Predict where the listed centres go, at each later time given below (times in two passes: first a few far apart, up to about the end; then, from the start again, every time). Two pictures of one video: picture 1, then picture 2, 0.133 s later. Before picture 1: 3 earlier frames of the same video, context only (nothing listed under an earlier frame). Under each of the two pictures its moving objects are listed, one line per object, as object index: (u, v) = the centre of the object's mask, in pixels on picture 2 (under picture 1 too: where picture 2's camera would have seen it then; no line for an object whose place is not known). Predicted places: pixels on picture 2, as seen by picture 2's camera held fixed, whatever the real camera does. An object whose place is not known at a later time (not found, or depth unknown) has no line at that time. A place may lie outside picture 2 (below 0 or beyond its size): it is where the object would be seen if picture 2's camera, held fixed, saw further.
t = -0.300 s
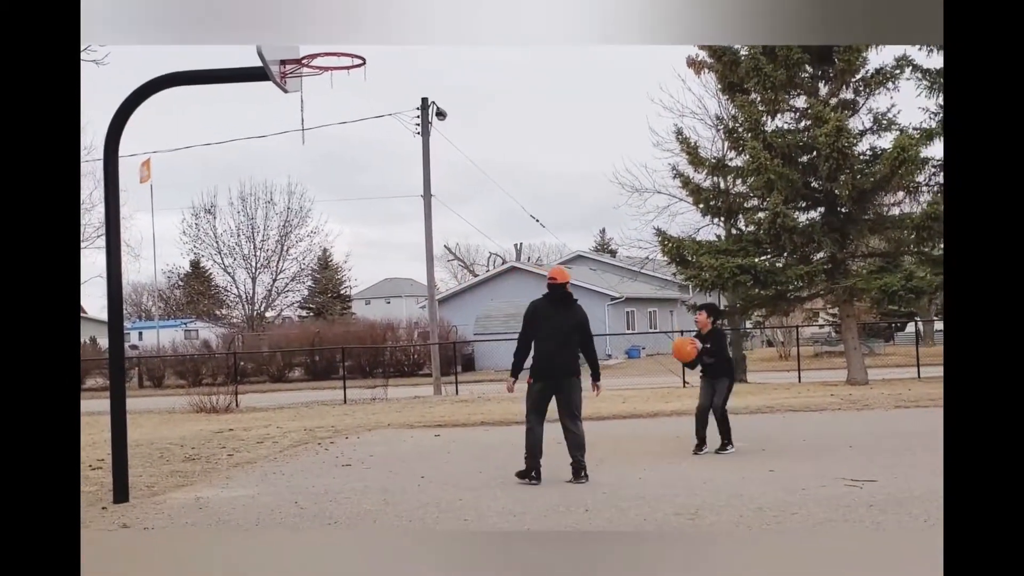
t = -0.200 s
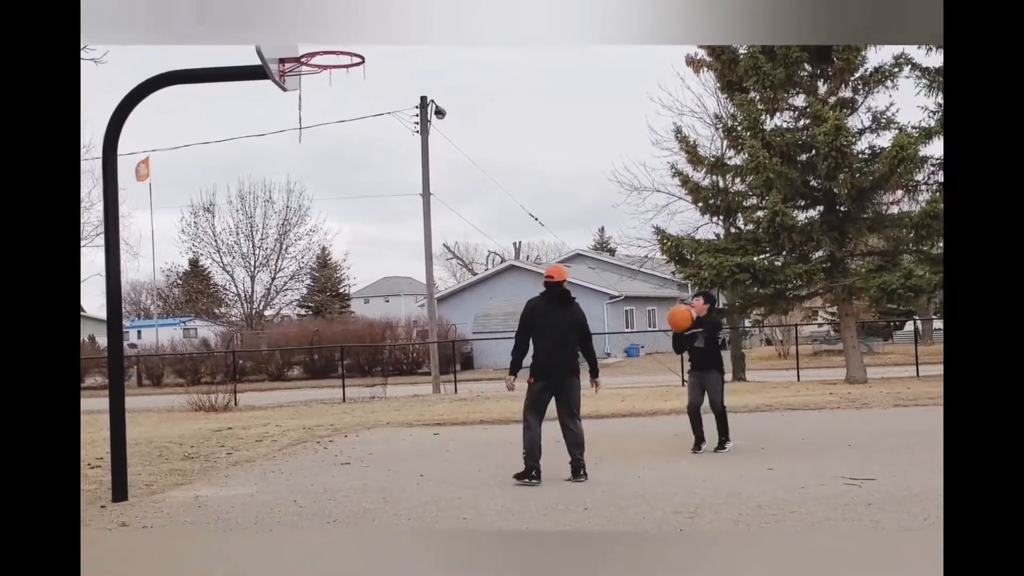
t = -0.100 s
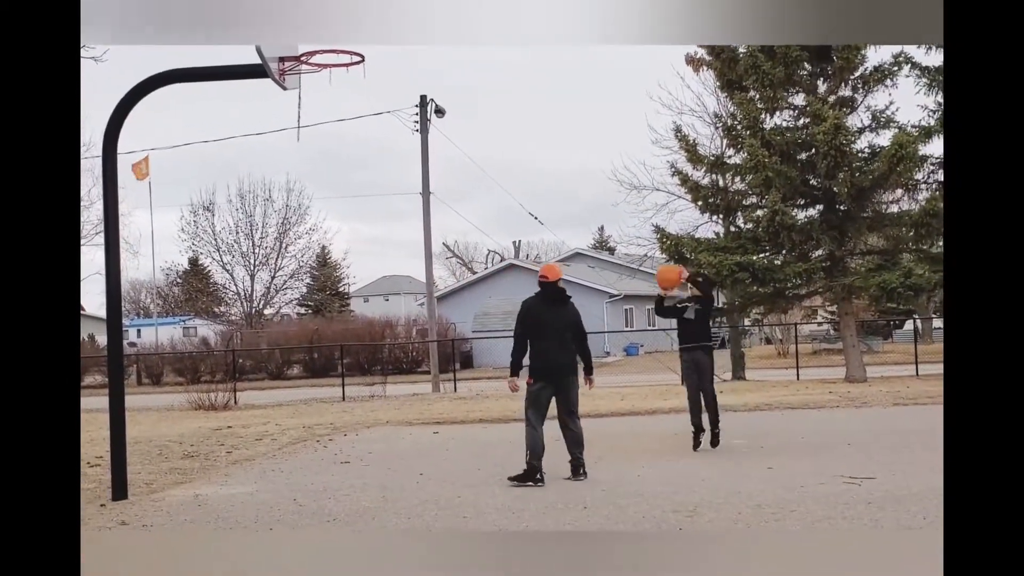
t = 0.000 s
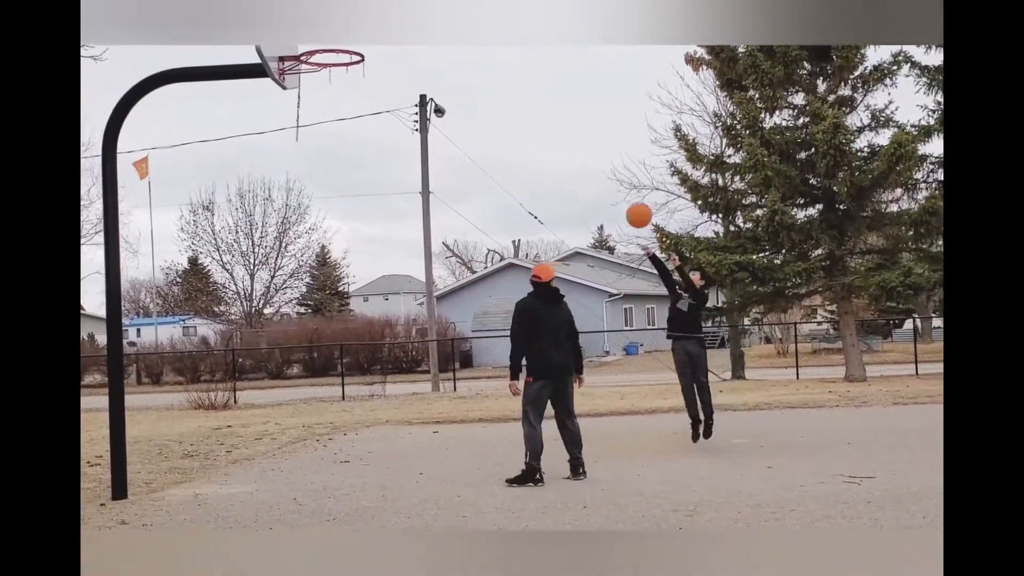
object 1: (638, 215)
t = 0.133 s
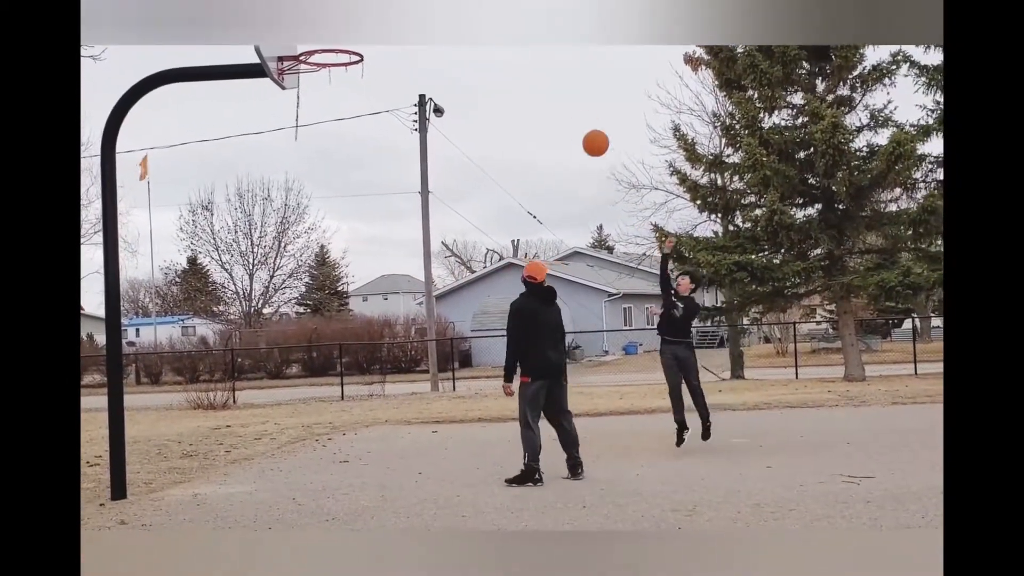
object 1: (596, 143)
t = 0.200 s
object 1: (574, 114)
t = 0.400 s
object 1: (508, 55)
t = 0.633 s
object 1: (425, 44)
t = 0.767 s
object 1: (377, 68)
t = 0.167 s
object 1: (585, 128)
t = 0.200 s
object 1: (574, 114)
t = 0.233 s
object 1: (563, 101)
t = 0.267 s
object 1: (552, 89)
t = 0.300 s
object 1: (542, 79)
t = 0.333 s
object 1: (531, 70)
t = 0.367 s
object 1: (519, 62)
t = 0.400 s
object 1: (508, 55)
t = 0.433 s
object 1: (497, 50)
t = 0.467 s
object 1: (485, 46)
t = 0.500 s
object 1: (474, 43)
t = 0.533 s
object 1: (462, 41)
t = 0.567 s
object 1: (450, 41)
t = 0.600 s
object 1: (437, 41)
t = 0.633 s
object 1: (425, 44)
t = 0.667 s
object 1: (413, 48)
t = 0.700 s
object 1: (401, 53)
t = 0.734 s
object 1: (389, 60)
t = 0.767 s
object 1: (377, 68)
